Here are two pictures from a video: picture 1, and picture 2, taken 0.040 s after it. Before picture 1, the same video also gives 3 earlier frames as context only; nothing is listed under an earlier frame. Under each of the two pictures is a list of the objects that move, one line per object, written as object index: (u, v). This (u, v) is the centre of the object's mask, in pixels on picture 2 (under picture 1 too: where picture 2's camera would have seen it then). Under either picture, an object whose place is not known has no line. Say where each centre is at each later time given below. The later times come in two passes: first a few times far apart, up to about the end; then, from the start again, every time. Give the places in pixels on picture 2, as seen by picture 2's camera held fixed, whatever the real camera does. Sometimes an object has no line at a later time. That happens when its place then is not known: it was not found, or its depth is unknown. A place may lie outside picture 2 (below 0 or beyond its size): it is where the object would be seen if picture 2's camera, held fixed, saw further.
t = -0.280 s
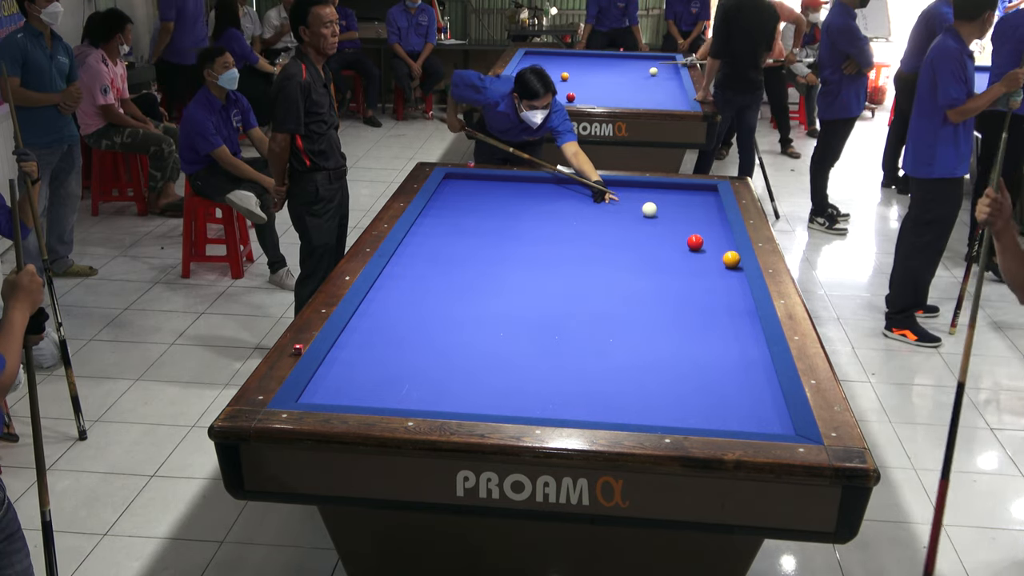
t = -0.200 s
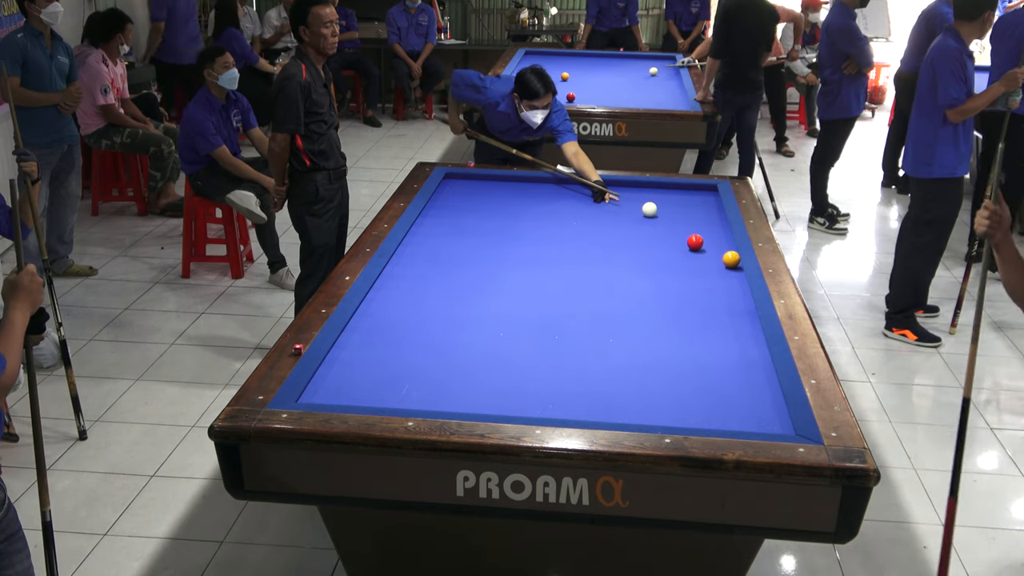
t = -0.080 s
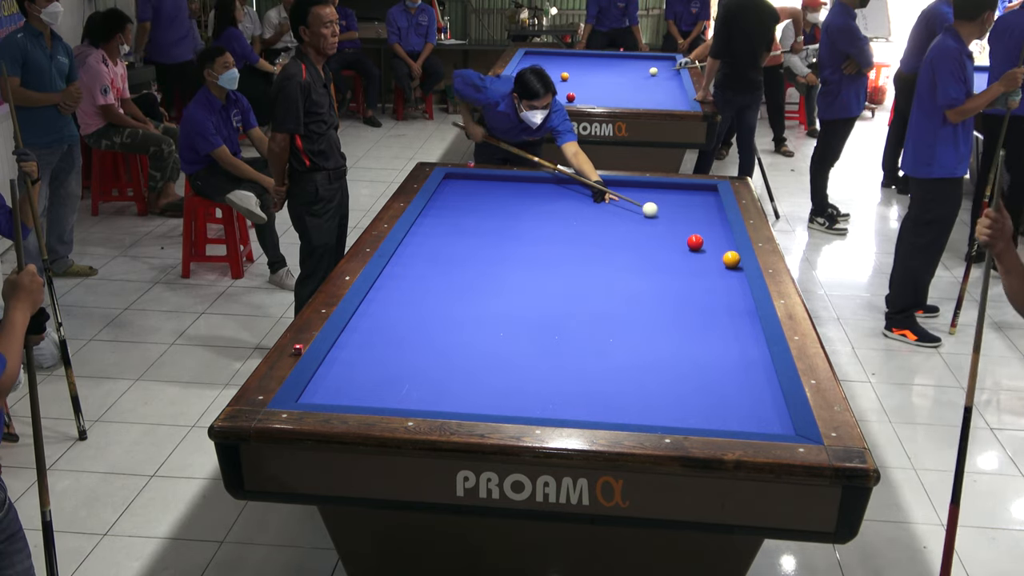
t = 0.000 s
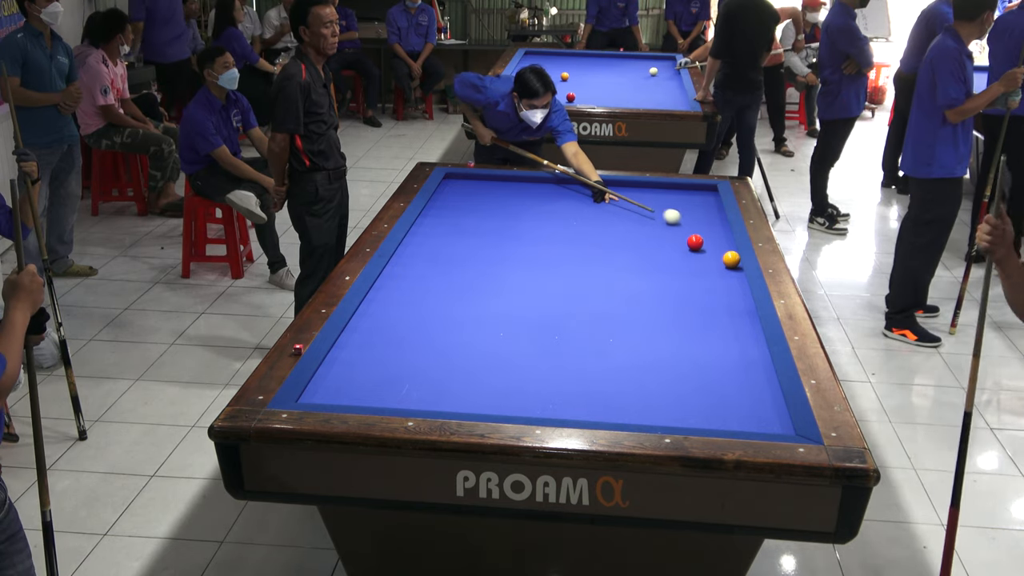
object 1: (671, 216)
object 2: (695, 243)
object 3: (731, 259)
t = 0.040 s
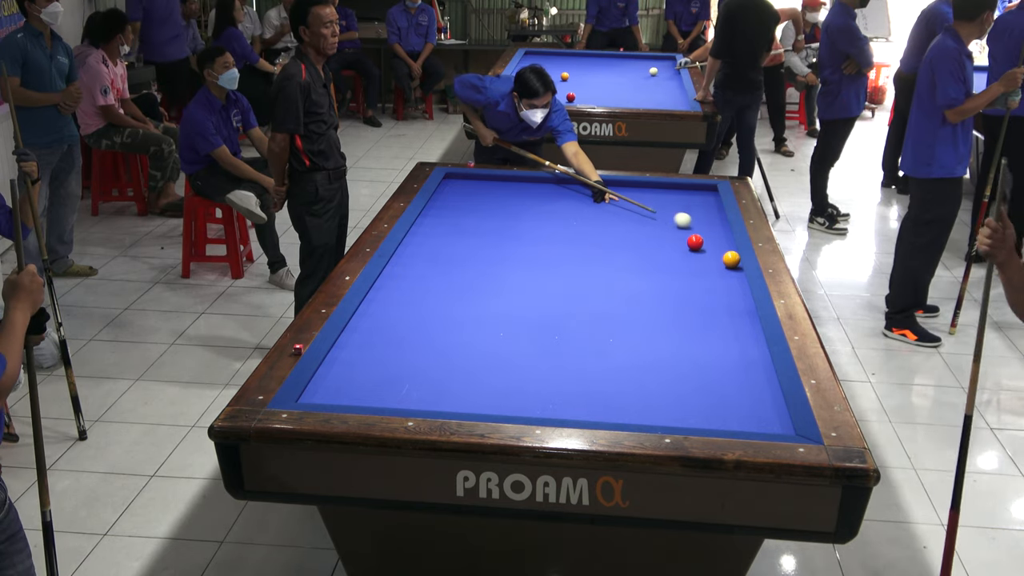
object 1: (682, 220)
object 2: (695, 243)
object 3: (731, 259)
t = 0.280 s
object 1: (712, 239)
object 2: (695, 243)
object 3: (731, 259)
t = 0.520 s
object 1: (716, 249)
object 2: (659, 248)
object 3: (731, 259)
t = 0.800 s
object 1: (712, 256)
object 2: (618, 254)
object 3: (727, 261)
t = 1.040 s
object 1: (700, 260)
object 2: (583, 259)
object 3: (721, 264)
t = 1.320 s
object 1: (686, 264)
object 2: (541, 265)
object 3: (715, 266)
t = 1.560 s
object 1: (674, 267)
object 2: (505, 270)
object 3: (709, 269)
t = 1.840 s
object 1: (661, 270)
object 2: (462, 276)
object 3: (704, 271)
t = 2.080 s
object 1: (650, 272)
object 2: (425, 281)
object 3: (699, 273)
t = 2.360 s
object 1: (638, 275)
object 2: (382, 287)
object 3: (695, 275)
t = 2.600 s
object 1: (628, 278)
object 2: (395, 293)
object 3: (691, 277)
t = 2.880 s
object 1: (616, 280)
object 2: (413, 299)
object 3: (688, 278)
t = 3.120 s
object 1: (608, 282)
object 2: (428, 305)
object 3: (685, 279)
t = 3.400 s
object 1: (598, 284)
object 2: (445, 311)
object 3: (683, 280)
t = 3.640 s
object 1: (590, 286)
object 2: (460, 317)
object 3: (681, 281)
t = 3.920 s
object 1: (582, 288)
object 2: (477, 322)
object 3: (680, 281)
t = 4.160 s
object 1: (575, 289)
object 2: (491, 327)
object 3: (679, 282)
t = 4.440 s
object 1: (569, 291)
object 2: (507, 332)
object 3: (679, 281)
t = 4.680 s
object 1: (564, 292)
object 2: (521, 337)
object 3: (680, 281)
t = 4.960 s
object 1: (559, 292)
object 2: (536, 342)
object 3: (680, 281)
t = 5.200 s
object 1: (556, 293)
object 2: (548, 345)
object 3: (680, 281)
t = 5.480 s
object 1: (553, 294)
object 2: (562, 349)
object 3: (680, 281)
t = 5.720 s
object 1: (552, 294)
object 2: (572, 353)
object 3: (680, 281)
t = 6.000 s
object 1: (551, 294)
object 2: (585, 357)
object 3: (680, 281)
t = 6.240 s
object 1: (551, 295)
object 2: (594, 360)
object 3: (680, 281)
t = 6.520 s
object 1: (551, 294)
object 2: (605, 363)
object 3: (680, 281)
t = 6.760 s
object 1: (551, 294)
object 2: (613, 366)
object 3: (680, 281)
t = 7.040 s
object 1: (551, 294)
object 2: (622, 369)
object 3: (680, 281)
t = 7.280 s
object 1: (551, 294)
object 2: (628, 371)
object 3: (680, 281)
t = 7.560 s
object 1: (551, 294)
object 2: (635, 372)
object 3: (680, 282)
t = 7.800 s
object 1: (551, 294)
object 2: (639, 374)
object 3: (680, 282)
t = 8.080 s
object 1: (551, 294)
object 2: (644, 375)
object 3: (680, 282)
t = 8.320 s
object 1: (551, 294)
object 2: (647, 375)
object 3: (680, 282)
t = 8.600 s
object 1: (551, 295)
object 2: (649, 375)
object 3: (680, 282)
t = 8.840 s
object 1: (551, 295)
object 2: (650, 375)
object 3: (680, 282)
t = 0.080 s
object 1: (693, 223)
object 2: (695, 242)
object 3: (731, 259)
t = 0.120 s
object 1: (703, 227)
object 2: (695, 243)
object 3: (731, 259)
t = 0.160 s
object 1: (714, 230)
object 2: (695, 243)
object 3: (731, 259)
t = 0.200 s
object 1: (724, 234)
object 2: (695, 243)
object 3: (731, 259)
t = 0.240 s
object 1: (719, 237)
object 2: (695, 243)
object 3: (731, 259)
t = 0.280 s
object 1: (712, 239)
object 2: (695, 243)
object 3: (731, 259)
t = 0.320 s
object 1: (710, 241)
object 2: (691, 243)
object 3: (731, 259)
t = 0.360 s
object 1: (711, 242)
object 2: (684, 244)
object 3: (731, 259)
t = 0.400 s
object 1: (713, 244)
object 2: (677, 245)
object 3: (731, 259)
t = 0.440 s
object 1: (714, 246)
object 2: (671, 246)
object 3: (731, 259)
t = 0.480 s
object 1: (715, 247)
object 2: (665, 247)
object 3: (731, 259)
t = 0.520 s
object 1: (716, 249)
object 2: (659, 248)
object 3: (731, 259)
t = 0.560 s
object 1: (717, 251)
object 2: (653, 249)
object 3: (731, 259)
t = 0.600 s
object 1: (718, 252)
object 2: (648, 250)
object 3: (731, 259)
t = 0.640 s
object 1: (718, 254)
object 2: (642, 250)
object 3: (731, 259)
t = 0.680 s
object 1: (717, 254)
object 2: (636, 251)
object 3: (731, 260)
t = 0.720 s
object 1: (715, 255)
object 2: (630, 252)
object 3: (729, 260)
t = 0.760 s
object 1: (714, 256)
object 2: (624, 253)
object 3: (728, 260)
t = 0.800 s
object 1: (712, 256)
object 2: (618, 254)
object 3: (727, 261)
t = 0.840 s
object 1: (710, 257)
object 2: (612, 254)
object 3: (726, 261)
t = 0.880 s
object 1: (708, 258)
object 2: (607, 255)
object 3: (725, 262)
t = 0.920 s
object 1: (707, 258)
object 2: (601, 256)
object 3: (724, 262)
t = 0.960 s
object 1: (704, 259)
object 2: (595, 257)
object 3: (723, 263)
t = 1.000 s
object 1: (702, 259)
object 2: (589, 258)
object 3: (722, 263)
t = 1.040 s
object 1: (700, 260)
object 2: (583, 259)
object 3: (721, 264)
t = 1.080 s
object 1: (698, 260)
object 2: (577, 260)
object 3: (720, 264)
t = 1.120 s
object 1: (696, 261)
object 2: (571, 260)
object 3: (719, 265)
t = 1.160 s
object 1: (694, 262)
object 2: (565, 261)
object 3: (718, 265)
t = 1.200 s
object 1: (692, 262)
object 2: (559, 262)
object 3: (717, 265)
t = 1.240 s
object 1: (690, 262)
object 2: (553, 263)
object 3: (717, 266)
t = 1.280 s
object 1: (688, 263)
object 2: (547, 264)
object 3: (716, 266)
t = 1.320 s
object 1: (686, 264)
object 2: (541, 265)
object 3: (715, 266)
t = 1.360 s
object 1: (684, 264)
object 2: (535, 266)
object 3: (714, 267)
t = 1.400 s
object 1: (682, 264)
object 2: (529, 267)
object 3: (713, 267)
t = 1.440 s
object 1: (680, 265)
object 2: (523, 268)
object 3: (712, 268)
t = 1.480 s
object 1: (678, 265)
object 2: (517, 269)
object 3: (711, 268)
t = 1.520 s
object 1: (676, 266)
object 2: (511, 269)
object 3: (710, 268)
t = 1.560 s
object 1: (674, 267)
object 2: (505, 270)
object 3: (709, 269)
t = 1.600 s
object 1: (673, 267)
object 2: (499, 271)
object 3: (709, 269)
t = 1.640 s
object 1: (671, 267)
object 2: (493, 272)
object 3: (708, 270)
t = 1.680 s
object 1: (669, 268)
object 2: (486, 273)
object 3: (707, 270)
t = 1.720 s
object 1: (667, 268)
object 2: (481, 273)
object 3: (706, 270)
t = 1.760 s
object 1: (665, 269)
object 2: (474, 274)
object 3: (705, 271)
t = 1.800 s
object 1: (663, 269)
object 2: (468, 275)
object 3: (705, 271)
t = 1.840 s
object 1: (661, 270)
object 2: (462, 276)
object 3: (704, 271)
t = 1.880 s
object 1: (659, 270)
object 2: (456, 277)
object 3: (703, 272)
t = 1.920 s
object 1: (657, 271)
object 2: (450, 278)
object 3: (702, 272)
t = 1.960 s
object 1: (656, 271)
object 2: (443, 279)
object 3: (702, 272)
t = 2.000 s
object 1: (654, 272)
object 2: (437, 280)
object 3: (701, 273)
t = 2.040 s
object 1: (652, 272)
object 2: (431, 281)
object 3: (700, 273)
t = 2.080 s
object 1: (650, 272)
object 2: (425, 281)
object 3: (699, 273)
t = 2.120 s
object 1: (648, 273)
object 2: (419, 282)
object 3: (699, 273)
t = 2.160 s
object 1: (646, 273)
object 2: (413, 283)
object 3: (698, 274)
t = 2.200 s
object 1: (645, 274)
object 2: (407, 284)
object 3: (698, 274)
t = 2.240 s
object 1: (643, 274)
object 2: (400, 285)
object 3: (697, 274)
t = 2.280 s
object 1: (641, 275)
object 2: (394, 286)
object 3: (696, 275)
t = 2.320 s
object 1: (640, 275)
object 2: (388, 286)
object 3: (695, 275)
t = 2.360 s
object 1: (638, 275)
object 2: (382, 287)
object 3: (695, 275)
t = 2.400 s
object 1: (636, 276)
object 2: (381, 288)
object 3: (694, 276)
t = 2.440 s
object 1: (634, 276)
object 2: (385, 289)
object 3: (694, 276)
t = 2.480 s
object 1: (633, 277)
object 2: (387, 290)
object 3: (693, 276)
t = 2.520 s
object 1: (631, 277)
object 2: (390, 291)
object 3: (693, 276)
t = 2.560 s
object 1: (629, 277)
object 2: (392, 292)
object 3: (692, 277)
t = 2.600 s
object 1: (628, 278)
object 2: (395, 293)
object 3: (691, 277)
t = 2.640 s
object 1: (626, 278)
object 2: (397, 294)
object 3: (691, 277)
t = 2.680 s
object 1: (624, 278)
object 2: (400, 295)
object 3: (690, 277)
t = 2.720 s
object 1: (623, 279)
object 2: (403, 296)
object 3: (690, 278)
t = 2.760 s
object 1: (621, 279)
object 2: (405, 297)
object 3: (689, 278)
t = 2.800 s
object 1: (620, 280)
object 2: (408, 298)
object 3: (689, 278)
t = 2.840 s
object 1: (618, 280)
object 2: (410, 299)
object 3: (688, 278)
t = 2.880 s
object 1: (616, 280)
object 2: (413, 299)
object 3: (688, 278)
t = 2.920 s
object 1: (615, 281)
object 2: (415, 301)
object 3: (687, 278)
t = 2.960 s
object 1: (613, 281)
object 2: (418, 301)
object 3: (687, 279)
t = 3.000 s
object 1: (612, 281)
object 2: (420, 302)
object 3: (686, 279)
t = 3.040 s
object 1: (610, 281)
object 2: (423, 303)
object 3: (686, 279)
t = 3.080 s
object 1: (609, 282)
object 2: (425, 304)
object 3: (686, 279)
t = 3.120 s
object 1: (608, 282)
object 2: (428, 305)
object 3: (685, 279)
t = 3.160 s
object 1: (606, 282)
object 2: (431, 306)
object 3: (685, 279)
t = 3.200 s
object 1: (605, 283)
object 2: (433, 307)
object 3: (685, 279)
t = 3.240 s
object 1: (603, 283)
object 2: (436, 308)
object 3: (684, 280)
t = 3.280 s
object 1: (602, 283)
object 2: (438, 308)
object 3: (684, 280)
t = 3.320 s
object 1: (600, 284)
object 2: (441, 310)
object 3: (684, 280)
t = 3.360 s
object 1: (599, 284)
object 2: (443, 310)
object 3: (683, 280)
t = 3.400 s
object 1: (598, 284)
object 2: (445, 311)
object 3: (683, 280)
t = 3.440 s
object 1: (596, 285)
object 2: (448, 312)
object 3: (683, 280)
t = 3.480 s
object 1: (595, 285)
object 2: (450, 313)
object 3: (682, 280)
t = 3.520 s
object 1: (594, 285)
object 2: (453, 313)
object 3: (682, 281)
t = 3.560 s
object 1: (592, 286)
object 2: (455, 315)
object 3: (682, 281)
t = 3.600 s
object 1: (591, 286)
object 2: (458, 316)
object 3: (682, 281)
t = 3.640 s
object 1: (590, 286)
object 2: (460, 317)
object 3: (681, 281)
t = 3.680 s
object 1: (589, 286)
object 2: (463, 318)
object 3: (681, 281)
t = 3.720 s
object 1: (587, 287)
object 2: (465, 318)
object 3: (681, 281)
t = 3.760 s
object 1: (586, 287)
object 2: (468, 319)
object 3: (681, 281)
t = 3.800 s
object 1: (585, 287)
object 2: (470, 320)
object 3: (680, 281)
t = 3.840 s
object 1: (584, 287)
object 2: (473, 321)
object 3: (680, 281)
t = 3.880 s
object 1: (583, 288)
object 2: (475, 321)
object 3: (680, 281)
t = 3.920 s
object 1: (582, 288)
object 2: (477, 322)
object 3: (680, 281)
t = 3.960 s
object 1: (581, 288)
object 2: (480, 323)
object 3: (680, 281)
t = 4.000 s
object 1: (579, 288)
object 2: (482, 323)
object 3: (680, 281)
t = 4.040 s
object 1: (579, 288)
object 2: (485, 324)
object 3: (680, 281)
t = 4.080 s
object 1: (577, 289)
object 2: (487, 325)
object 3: (679, 281)
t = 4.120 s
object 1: (576, 289)
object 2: (489, 326)
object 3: (679, 281)
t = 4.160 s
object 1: (575, 289)
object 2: (491, 327)
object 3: (679, 282)
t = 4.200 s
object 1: (574, 289)
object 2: (494, 328)
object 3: (679, 281)
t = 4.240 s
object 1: (573, 289)
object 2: (496, 328)
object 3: (679, 281)
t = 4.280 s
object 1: (572, 290)
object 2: (498, 329)
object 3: (679, 281)
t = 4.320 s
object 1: (571, 290)
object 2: (501, 330)
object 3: (679, 281)
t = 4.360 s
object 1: (570, 290)
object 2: (503, 331)
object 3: (679, 281)
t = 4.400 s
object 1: (570, 290)
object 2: (505, 332)
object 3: (679, 281)
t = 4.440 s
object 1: (569, 291)
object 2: (507, 332)
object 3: (679, 281)
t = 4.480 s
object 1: (568, 291)
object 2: (510, 333)
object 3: (679, 281)
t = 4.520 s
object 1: (567, 291)
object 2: (512, 333)
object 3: (679, 281)
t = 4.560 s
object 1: (566, 291)
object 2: (514, 334)
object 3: (679, 281)
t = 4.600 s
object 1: (566, 291)
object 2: (516, 335)
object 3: (680, 281)
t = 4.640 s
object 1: (565, 291)
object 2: (519, 336)
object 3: (680, 281)
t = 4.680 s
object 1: (564, 292)
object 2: (521, 337)
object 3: (680, 281)
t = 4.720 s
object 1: (563, 292)
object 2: (523, 338)
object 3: (680, 281)
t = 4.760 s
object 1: (563, 292)
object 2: (525, 338)
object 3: (680, 281)
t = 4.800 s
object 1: (562, 292)
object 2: (527, 338)
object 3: (680, 281)
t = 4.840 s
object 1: (561, 292)
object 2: (529, 340)
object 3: (680, 281)
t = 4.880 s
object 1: (561, 292)
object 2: (532, 340)
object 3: (680, 281)
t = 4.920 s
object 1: (560, 292)
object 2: (534, 340)
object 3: (680, 281)
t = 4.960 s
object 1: (559, 292)
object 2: (536, 342)
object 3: (680, 281)
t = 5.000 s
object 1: (559, 293)
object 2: (538, 342)
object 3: (680, 281)
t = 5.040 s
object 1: (558, 293)
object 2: (540, 343)
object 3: (680, 281)
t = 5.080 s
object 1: (558, 293)
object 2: (542, 344)
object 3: (680, 281)
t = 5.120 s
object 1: (557, 293)
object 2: (544, 344)
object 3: (680, 281)
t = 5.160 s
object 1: (557, 293)
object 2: (546, 344)
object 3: (680, 281)
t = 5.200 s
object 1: (556, 293)
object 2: (548, 345)
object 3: (680, 281)
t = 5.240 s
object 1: (556, 293)
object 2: (550, 346)
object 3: (680, 281)
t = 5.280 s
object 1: (555, 293)
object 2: (552, 346)
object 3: (680, 281)
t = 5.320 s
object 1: (555, 293)
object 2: (554, 347)
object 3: (680, 281)
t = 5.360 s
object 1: (554, 293)
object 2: (556, 347)
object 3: (680, 281)
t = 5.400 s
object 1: (554, 293)
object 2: (558, 349)
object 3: (680, 281)
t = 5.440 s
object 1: (554, 294)
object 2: (560, 349)
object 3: (680, 281)
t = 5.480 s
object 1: (553, 294)
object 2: (562, 349)
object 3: (680, 281)
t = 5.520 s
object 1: (553, 294)
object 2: (563, 350)
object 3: (680, 281)
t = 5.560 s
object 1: (553, 294)
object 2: (565, 351)
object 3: (680, 281)
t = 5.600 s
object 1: (553, 294)
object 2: (567, 351)
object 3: (680, 282)
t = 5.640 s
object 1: (552, 294)
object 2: (569, 352)
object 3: (680, 281)
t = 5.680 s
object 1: (552, 294)
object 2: (571, 353)
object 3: (680, 281)
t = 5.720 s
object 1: (552, 294)
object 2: (572, 353)
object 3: (680, 281)
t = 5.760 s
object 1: (551, 294)
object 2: (574, 354)
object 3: (680, 281)
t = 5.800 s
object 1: (551, 294)
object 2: (576, 354)
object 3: (680, 281)
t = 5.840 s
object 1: (551, 294)
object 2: (578, 355)
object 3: (680, 281)
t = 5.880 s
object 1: (551, 294)
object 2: (580, 355)
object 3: (680, 282)
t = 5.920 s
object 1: (551, 294)
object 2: (581, 356)
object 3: (680, 281)
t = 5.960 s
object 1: (551, 294)
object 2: (583, 357)
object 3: (680, 281)
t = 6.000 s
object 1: (551, 294)
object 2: (585, 357)
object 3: (680, 281)
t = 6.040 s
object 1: (551, 294)
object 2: (586, 358)
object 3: (680, 281)
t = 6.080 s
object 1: (551, 294)
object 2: (588, 358)
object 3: (680, 281)
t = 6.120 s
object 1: (551, 294)
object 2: (590, 359)
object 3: (680, 281)
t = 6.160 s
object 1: (551, 295)
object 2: (591, 359)
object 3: (680, 281)
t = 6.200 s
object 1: (551, 295)
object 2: (593, 359)
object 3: (680, 281)
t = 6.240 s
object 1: (551, 295)
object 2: (594, 360)
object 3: (680, 281)
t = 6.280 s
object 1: (551, 295)
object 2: (596, 360)
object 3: (680, 281)
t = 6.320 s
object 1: (551, 294)
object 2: (597, 361)
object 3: (680, 281)
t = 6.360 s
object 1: (551, 294)
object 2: (599, 361)
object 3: (680, 281)
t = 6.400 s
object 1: (551, 294)
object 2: (600, 361)
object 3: (680, 281)
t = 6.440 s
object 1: (551, 294)
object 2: (602, 362)
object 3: (680, 281)
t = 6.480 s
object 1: (551, 294)
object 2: (603, 363)
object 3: (680, 281)
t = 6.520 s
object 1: (551, 294)
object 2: (605, 363)
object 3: (680, 281)
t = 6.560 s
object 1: (551, 294)
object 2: (606, 364)
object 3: (680, 281)
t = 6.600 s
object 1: (551, 294)
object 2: (608, 364)
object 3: (680, 281)
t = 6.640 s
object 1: (551, 294)
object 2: (609, 364)
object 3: (680, 281)
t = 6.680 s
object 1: (551, 294)
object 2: (610, 365)
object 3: (680, 281)
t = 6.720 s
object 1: (551, 294)
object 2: (612, 365)
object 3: (680, 281)
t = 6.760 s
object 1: (551, 294)
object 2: (613, 366)
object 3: (680, 281)
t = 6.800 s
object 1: (551, 294)
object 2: (614, 366)
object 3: (680, 281)
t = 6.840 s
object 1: (551, 294)
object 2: (616, 367)
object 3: (680, 281)
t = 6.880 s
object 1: (551, 294)
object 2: (617, 367)
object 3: (680, 281)
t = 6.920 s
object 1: (551, 294)
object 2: (618, 367)
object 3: (680, 281)
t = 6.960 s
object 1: (551, 294)
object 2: (619, 368)
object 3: (680, 281)
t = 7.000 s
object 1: (551, 294)
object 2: (621, 368)
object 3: (680, 281)
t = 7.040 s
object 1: (551, 294)
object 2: (622, 369)
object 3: (680, 281)
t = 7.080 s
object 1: (551, 294)
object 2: (623, 369)
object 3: (680, 281)
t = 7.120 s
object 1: (551, 294)
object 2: (624, 369)
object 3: (680, 281)
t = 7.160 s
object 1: (551, 294)
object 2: (625, 370)
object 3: (680, 281)
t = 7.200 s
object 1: (551, 294)
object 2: (626, 370)
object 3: (680, 281)
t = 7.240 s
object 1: (551, 294)
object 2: (627, 370)
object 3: (680, 281)
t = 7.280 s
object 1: (551, 294)
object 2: (628, 371)
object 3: (680, 281)
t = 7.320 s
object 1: (551, 294)
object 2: (629, 371)
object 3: (680, 281)
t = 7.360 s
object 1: (551, 294)
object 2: (630, 371)
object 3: (680, 281)
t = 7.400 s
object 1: (551, 294)
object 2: (631, 371)
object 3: (680, 281)
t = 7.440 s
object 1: (551, 294)
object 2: (632, 372)
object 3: (680, 281)
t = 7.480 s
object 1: (551, 294)
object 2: (633, 372)
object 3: (680, 281)
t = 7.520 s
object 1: (551, 294)
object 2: (634, 372)
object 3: (680, 281)
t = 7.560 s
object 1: (551, 294)
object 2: (635, 372)
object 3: (680, 282)
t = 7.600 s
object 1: (551, 294)
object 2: (635, 373)
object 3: (680, 281)
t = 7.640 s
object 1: (551, 294)
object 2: (636, 373)
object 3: (680, 281)
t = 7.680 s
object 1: (551, 294)
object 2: (637, 373)
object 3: (680, 282)
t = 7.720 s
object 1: (551, 294)
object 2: (638, 373)
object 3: (680, 282)
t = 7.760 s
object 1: (551, 294)
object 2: (639, 374)
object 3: (680, 282)
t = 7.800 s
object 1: (551, 294)
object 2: (639, 374)
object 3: (680, 282)
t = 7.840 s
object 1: (551, 294)
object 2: (640, 374)
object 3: (680, 282)
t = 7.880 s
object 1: (551, 294)
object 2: (641, 374)
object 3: (680, 282)
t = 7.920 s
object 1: (551, 294)
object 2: (642, 374)
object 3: (680, 282)
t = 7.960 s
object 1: (551, 294)
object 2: (642, 375)
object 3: (680, 282)
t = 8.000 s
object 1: (551, 294)
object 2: (643, 375)
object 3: (680, 282)
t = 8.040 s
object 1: (551, 294)
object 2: (643, 375)
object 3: (680, 282)
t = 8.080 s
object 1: (551, 294)
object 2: (644, 375)
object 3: (680, 282)
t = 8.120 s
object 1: (551, 294)
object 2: (645, 375)
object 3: (680, 282)
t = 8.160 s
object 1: (551, 294)
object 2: (645, 375)
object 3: (680, 281)
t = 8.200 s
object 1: (551, 294)
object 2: (646, 375)
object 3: (680, 281)
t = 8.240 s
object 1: (551, 294)
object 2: (646, 375)
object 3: (680, 282)
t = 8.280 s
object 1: (551, 294)
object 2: (647, 375)
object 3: (680, 282)
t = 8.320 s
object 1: (551, 294)
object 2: (647, 375)
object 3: (680, 282)
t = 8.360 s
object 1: (551, 295)
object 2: (647, 375)
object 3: (680, 282)
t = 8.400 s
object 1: (551, 295)
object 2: (648, 375)
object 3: (680, 282)
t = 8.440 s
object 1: (551, 294)
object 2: (648, 375)
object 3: (680, 282)
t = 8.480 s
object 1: (551, 294)
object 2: (648, 376)
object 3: (680, 281)
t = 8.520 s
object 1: (551, 294)
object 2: (649, 375)
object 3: (680, 282)
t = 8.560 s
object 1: (551, 295)
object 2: (649, 376)
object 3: (680, 282)
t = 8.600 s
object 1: (551, 295)
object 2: (649, 375)
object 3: (680, 282)
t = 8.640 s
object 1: (551, 294)
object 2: (649, 375)
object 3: (680, 281)
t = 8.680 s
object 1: (551, 294)
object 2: (650, 376)
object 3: (680, 281)
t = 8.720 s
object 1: (551, 294)
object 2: (650, 375)
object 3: (680, 281)
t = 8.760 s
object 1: (551, 295)
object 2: (650, 375)
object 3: (680, 281)
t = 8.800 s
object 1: (551, 295)
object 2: (650, 375)
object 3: (680, 281)
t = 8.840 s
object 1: (551, 295)
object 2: (650, 375)
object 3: (680, 282)
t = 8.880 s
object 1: (551, 295)
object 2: (650, 375)
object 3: (680, 282)
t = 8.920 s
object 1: (551, 295)
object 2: (650, 376)
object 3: (680, 281)
